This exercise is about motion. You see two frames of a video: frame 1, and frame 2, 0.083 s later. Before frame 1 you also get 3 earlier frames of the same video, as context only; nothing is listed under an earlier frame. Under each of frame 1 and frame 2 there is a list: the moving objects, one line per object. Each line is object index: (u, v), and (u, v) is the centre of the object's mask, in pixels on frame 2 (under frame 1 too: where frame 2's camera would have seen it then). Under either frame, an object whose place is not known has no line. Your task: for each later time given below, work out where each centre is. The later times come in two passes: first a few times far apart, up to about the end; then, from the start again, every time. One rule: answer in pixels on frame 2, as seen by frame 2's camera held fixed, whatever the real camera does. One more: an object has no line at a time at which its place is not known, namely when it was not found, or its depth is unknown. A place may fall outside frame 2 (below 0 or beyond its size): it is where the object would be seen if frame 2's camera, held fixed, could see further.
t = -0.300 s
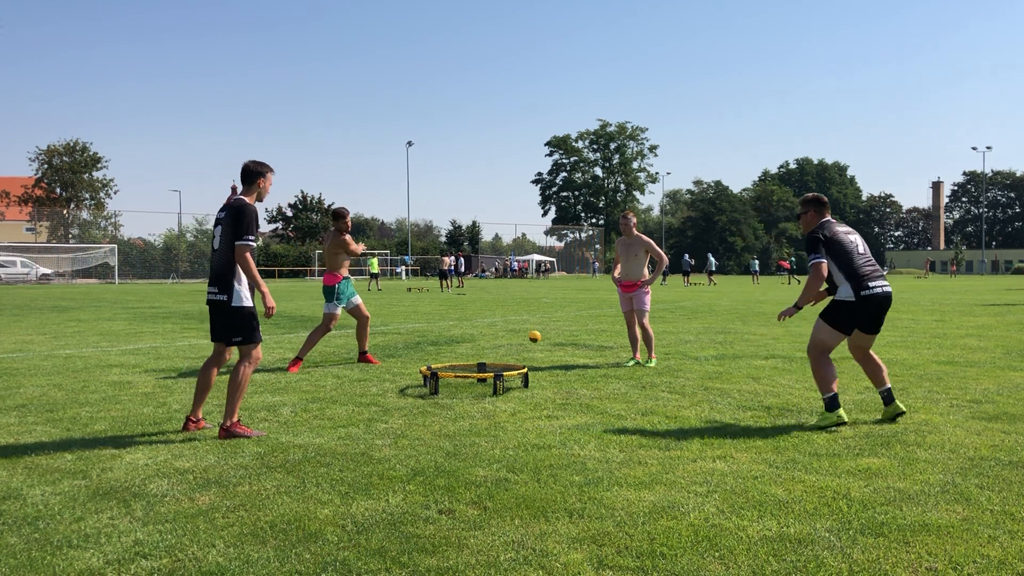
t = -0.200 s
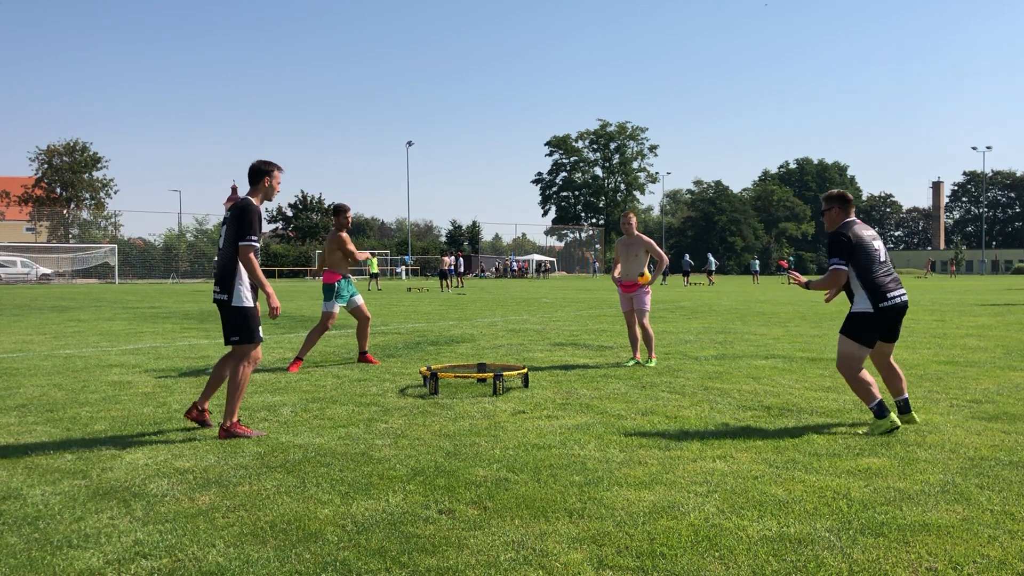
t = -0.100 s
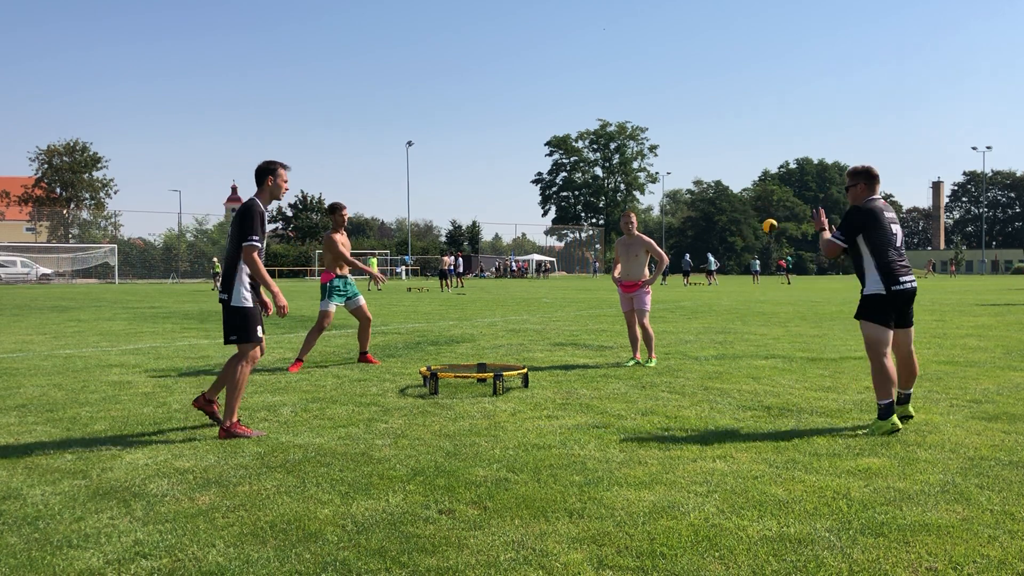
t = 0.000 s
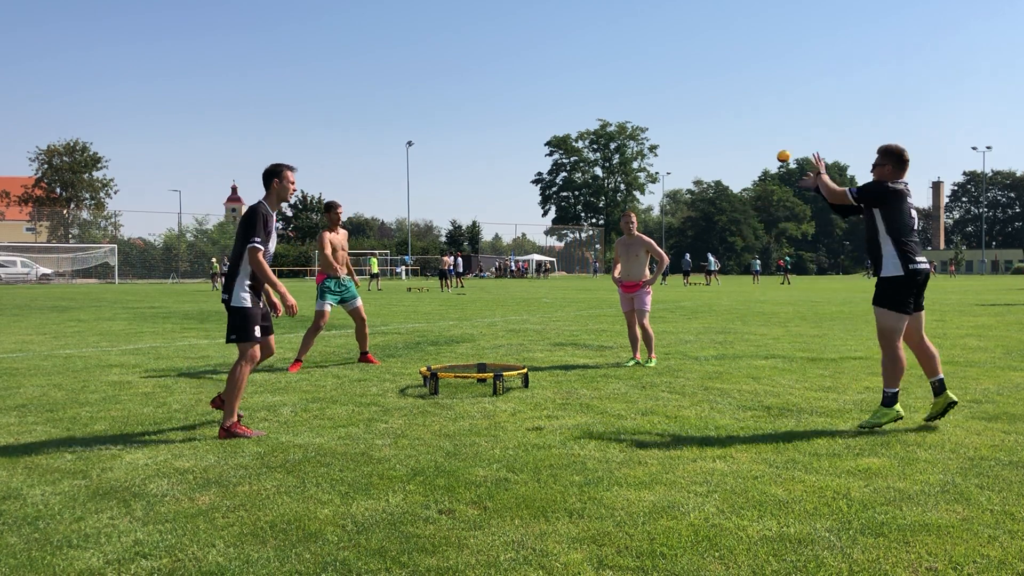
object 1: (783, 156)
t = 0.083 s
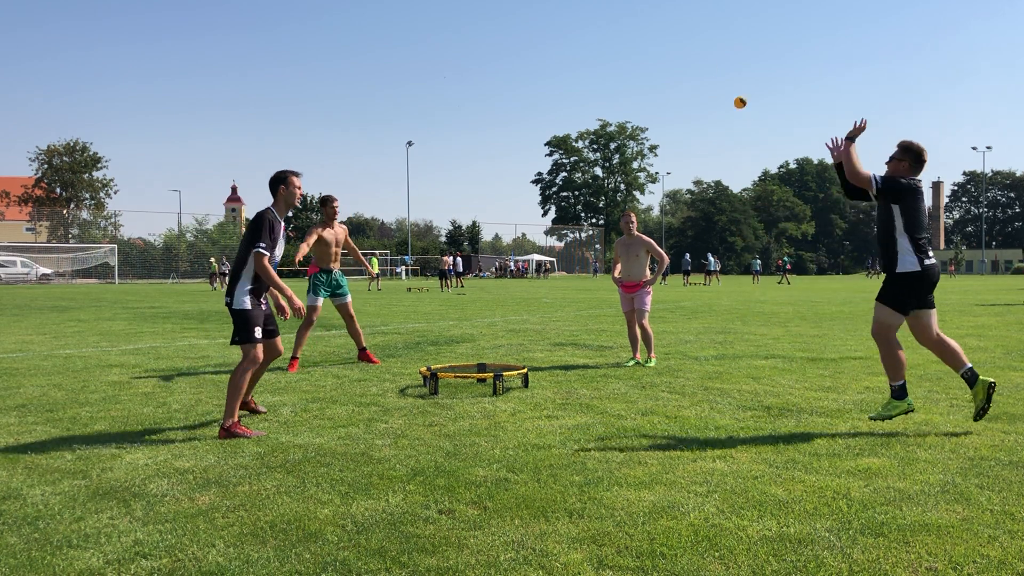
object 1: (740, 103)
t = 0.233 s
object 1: (675, 37)
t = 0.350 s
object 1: (631, 10)
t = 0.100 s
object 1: (732, 93)
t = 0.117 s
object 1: (724, 84)
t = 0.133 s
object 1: (717, 76)
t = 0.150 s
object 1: (709, 68)
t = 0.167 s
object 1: (702, 61)
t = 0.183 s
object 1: (695, 55)
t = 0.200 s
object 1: (688, 48)
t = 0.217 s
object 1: (681, 42)
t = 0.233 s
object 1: (675, 37)
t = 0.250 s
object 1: (668, 32)
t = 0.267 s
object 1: (662, 28)
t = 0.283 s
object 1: (655, 23)
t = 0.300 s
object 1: (649, 20)
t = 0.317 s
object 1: (643, 16)
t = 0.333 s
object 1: (637, 13)
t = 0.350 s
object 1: (631, 10)
